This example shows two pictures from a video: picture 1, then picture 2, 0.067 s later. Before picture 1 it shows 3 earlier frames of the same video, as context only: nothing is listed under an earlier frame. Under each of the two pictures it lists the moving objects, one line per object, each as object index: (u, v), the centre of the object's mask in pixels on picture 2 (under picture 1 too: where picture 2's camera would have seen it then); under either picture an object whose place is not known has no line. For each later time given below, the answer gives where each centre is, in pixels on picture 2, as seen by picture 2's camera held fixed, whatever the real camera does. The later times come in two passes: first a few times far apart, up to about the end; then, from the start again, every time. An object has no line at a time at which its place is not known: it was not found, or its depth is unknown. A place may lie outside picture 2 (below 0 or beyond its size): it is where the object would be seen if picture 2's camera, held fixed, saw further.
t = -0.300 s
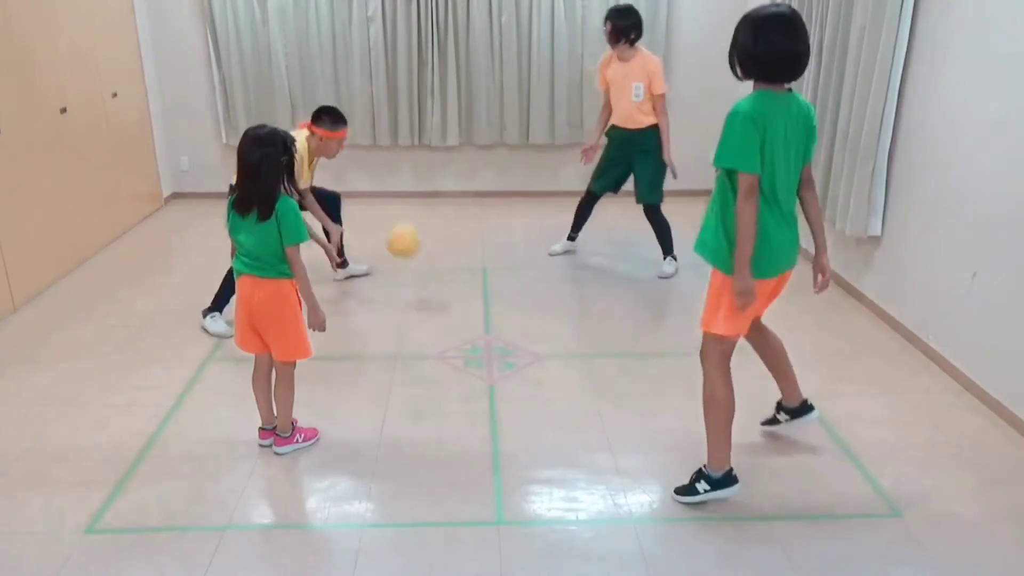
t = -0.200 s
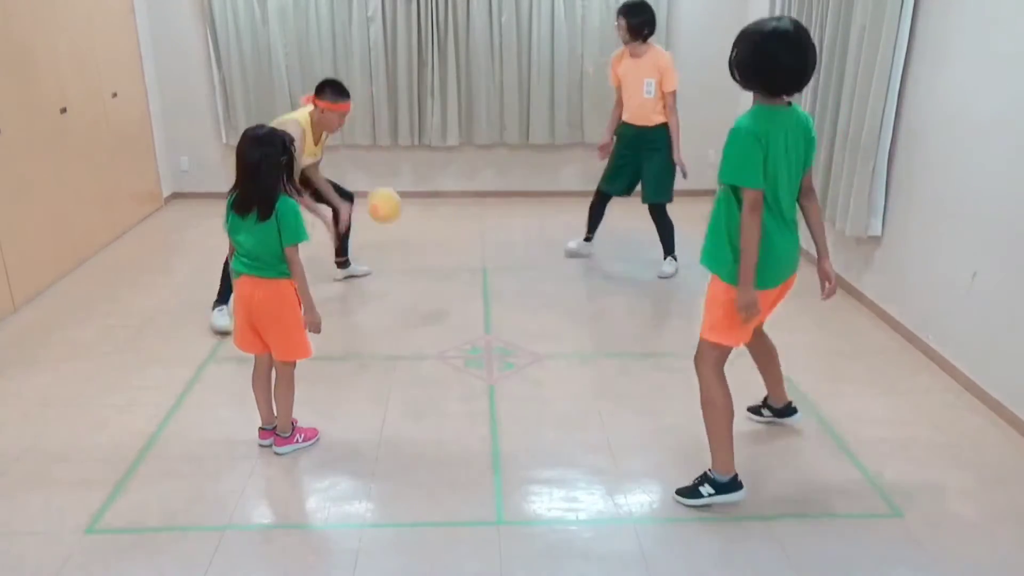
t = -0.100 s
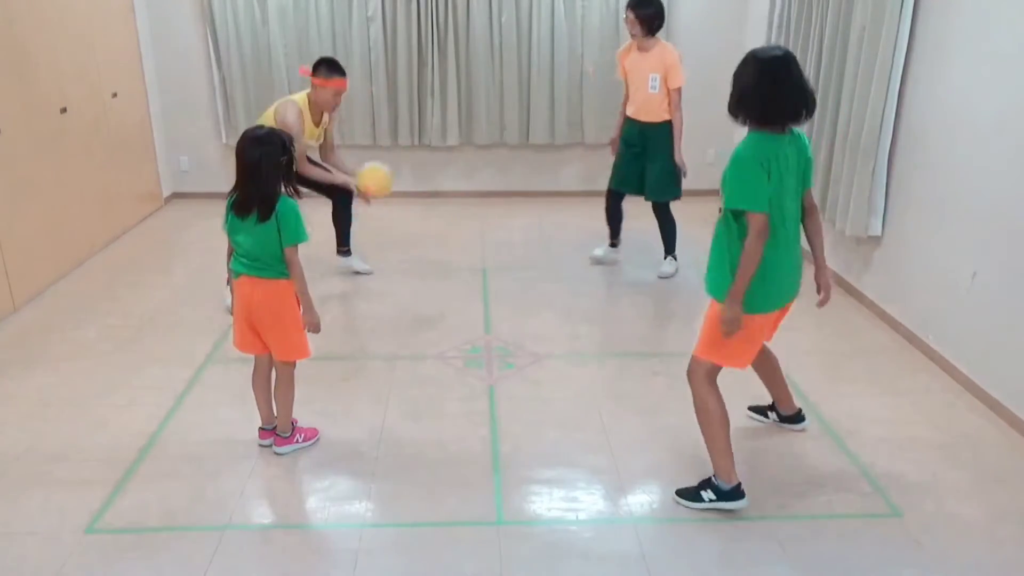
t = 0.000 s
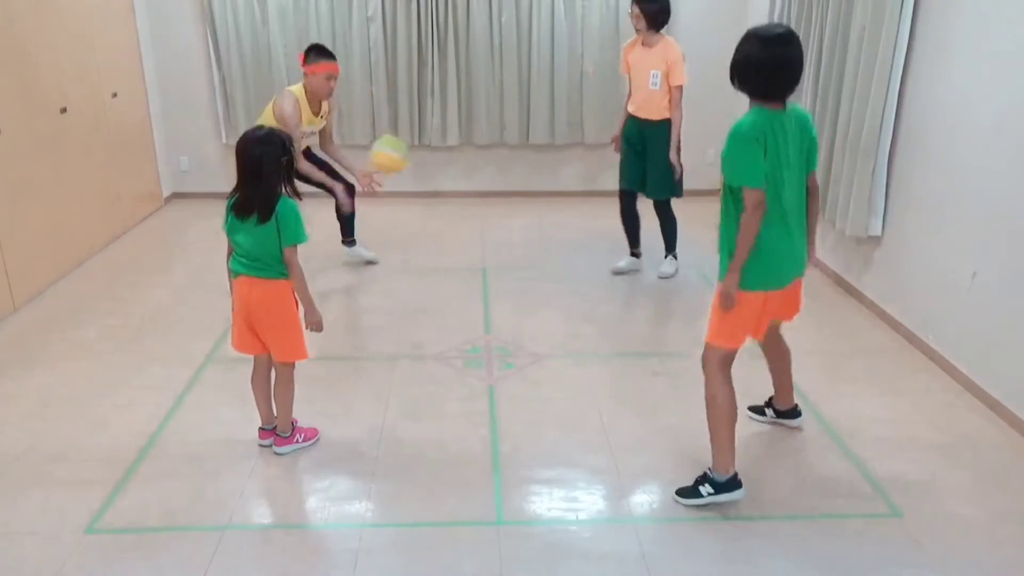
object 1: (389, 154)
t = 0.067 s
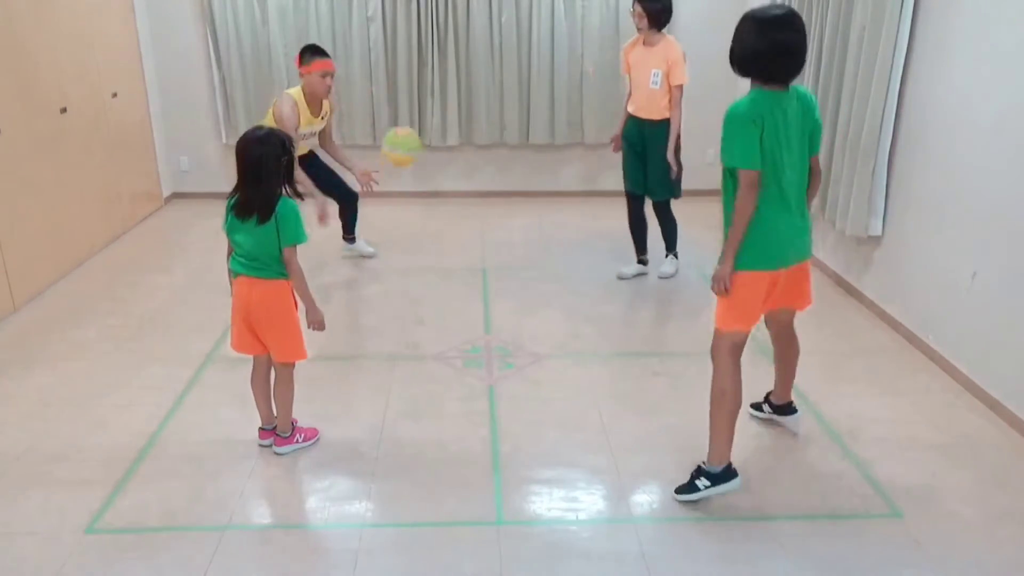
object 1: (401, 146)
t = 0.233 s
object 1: (433, 164)
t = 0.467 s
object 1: (487, 296)
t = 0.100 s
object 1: (408, 145)
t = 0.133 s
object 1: (414, 146)
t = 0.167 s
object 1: (419, 149)
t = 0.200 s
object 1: (427, 156)
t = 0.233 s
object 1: (433, 164)
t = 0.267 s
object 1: (442, 175)
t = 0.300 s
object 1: (448, 188)
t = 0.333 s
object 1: (456, 205)
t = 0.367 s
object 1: (463, 223)
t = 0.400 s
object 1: (471, 245)
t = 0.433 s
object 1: (480, 268)
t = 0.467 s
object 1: (487, 296)
